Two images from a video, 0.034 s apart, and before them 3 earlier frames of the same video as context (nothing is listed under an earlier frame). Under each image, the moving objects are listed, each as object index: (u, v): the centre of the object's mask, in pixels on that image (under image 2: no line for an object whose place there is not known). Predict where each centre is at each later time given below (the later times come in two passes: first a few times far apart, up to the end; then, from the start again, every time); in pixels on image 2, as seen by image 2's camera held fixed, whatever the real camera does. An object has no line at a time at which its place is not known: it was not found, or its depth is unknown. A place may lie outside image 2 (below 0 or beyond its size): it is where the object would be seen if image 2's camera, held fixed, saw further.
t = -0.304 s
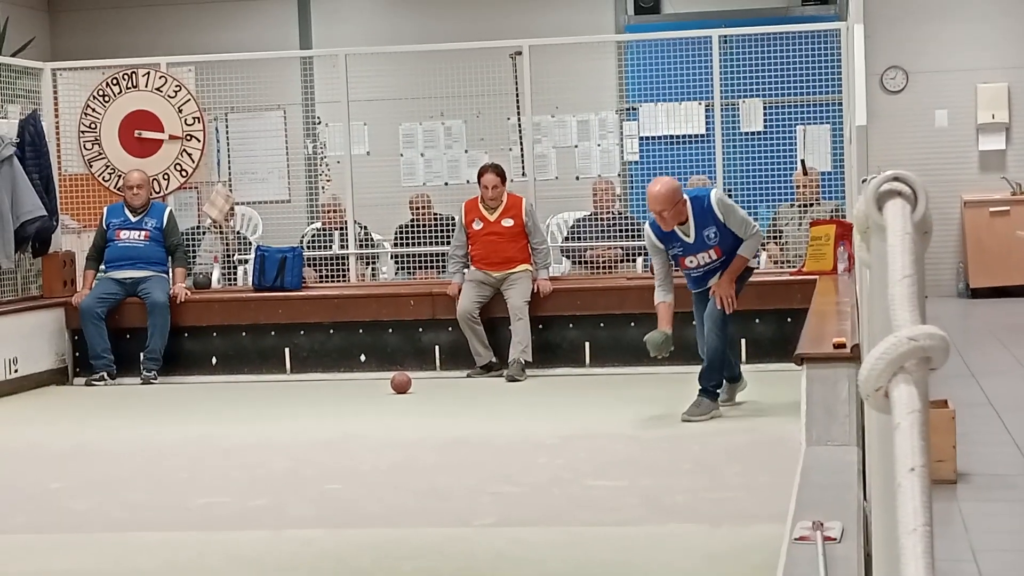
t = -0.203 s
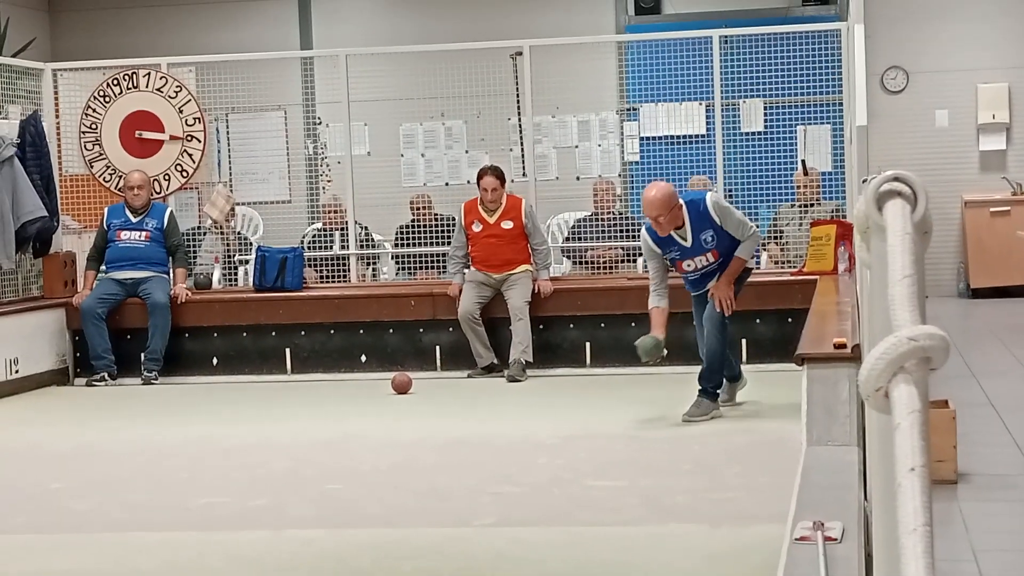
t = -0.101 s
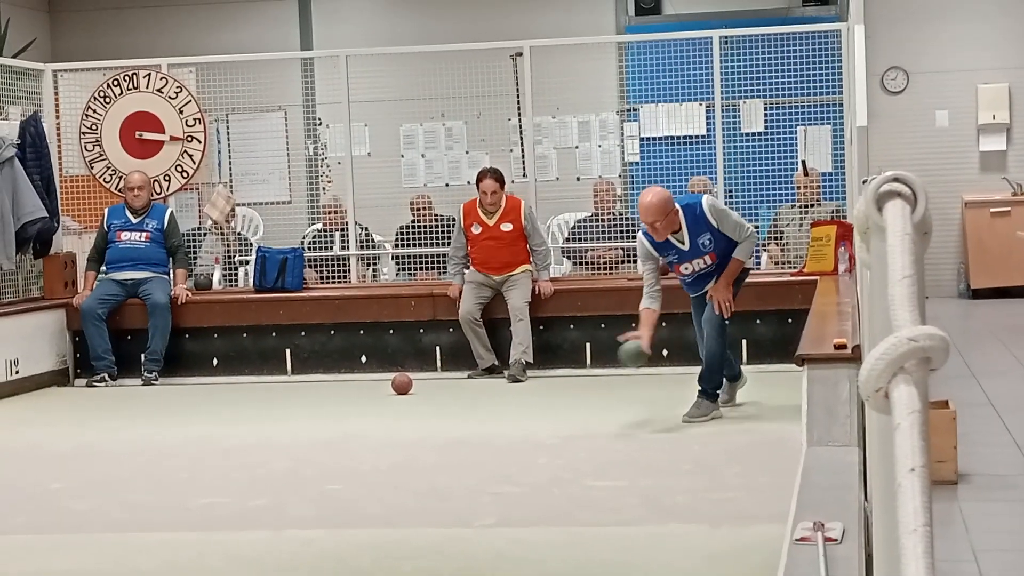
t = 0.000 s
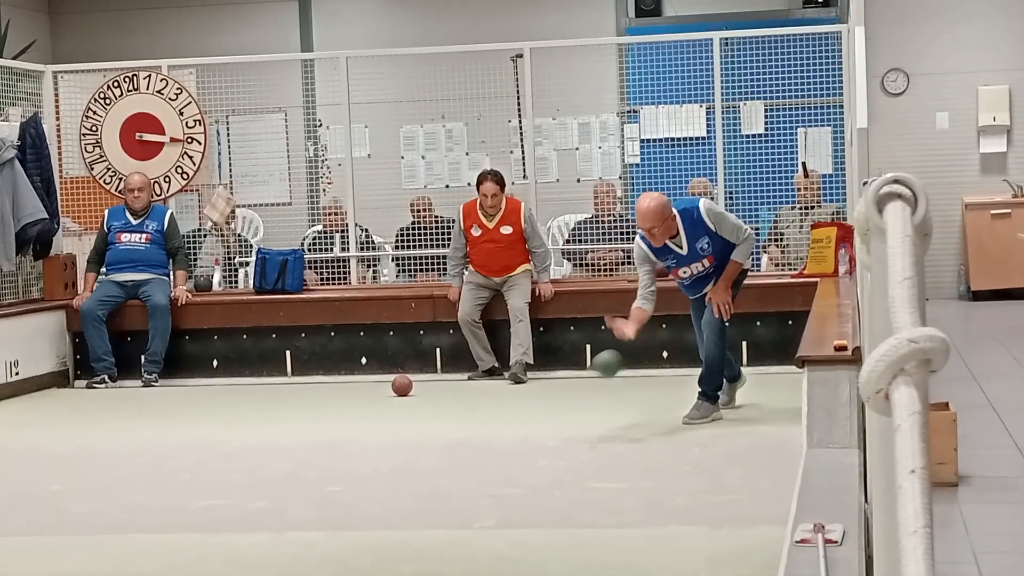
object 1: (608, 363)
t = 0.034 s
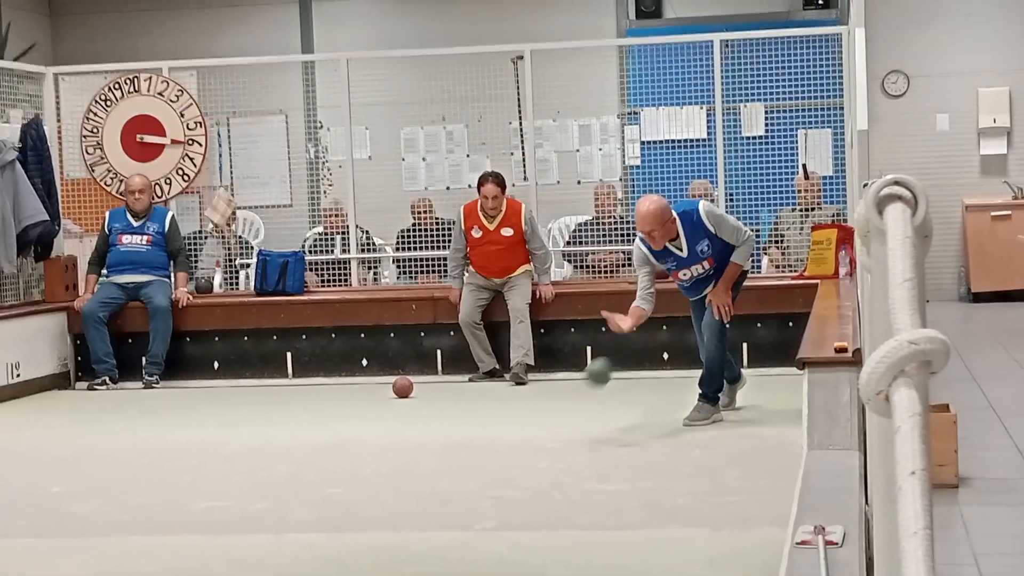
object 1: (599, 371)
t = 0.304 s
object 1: (522, 443)
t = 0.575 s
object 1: (441, 469)
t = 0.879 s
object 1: (339, 493)
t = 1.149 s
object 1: (237, 518)
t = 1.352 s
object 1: (151, 539)
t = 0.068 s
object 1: (589, 381)
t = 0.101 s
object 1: (579, 396)
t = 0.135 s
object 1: (569, 412)
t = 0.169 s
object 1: (560, 428)
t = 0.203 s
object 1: (549, 443)
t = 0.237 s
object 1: (541, 440)
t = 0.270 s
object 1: (531, 440)
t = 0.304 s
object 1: (522, 443)
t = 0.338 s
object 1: (513, 448)
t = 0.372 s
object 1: (503, 454)
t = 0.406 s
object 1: (493, 456)
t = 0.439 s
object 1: (483, 459)
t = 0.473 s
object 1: (473, 462)
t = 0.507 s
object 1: (462, 464)
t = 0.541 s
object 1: (452, 467)
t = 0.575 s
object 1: (441, 469)
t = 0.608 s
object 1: (431, 471)
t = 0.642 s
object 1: (419, 474)
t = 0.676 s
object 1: (409, 477)
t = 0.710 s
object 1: (397, 479)
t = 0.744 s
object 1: (386, 482)
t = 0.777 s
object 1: (375, 485)
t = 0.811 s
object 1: (363, 488)
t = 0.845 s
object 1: (351, 490)
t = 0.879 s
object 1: (339, 493)
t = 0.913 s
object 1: (328, 496)
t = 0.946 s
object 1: (315, 499)
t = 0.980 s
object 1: (303, 502)
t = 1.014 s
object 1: (289, 505)
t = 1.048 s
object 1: (278, 508)
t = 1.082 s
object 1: (264, 511)
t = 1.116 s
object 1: (251, 514)
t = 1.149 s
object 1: (237, 518)
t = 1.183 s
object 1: (223, 521)
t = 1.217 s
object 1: (209, 524)
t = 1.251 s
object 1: (195, 528)
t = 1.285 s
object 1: (180, 531)
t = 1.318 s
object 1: (165, 535)
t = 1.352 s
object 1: (151, 539)
